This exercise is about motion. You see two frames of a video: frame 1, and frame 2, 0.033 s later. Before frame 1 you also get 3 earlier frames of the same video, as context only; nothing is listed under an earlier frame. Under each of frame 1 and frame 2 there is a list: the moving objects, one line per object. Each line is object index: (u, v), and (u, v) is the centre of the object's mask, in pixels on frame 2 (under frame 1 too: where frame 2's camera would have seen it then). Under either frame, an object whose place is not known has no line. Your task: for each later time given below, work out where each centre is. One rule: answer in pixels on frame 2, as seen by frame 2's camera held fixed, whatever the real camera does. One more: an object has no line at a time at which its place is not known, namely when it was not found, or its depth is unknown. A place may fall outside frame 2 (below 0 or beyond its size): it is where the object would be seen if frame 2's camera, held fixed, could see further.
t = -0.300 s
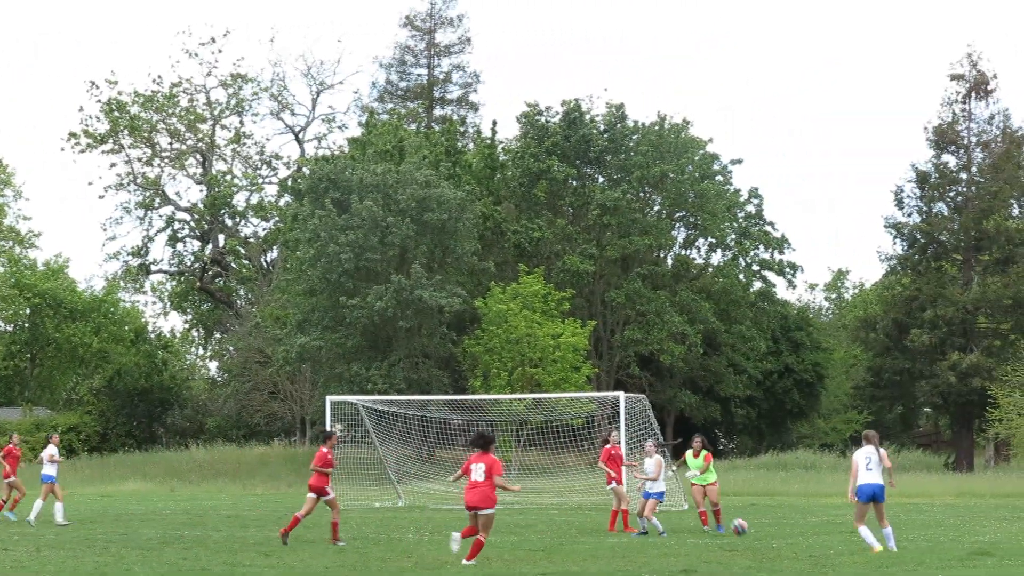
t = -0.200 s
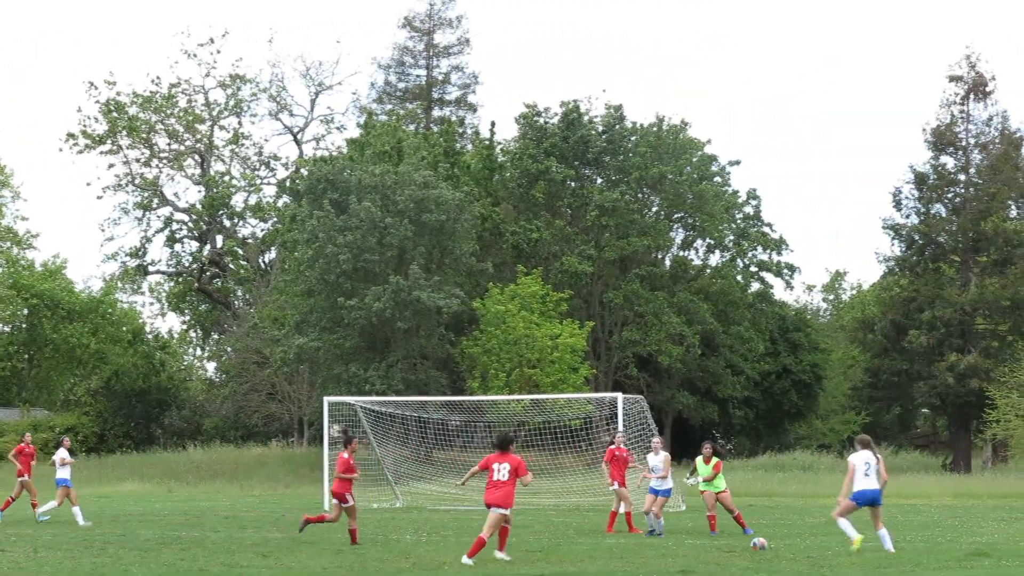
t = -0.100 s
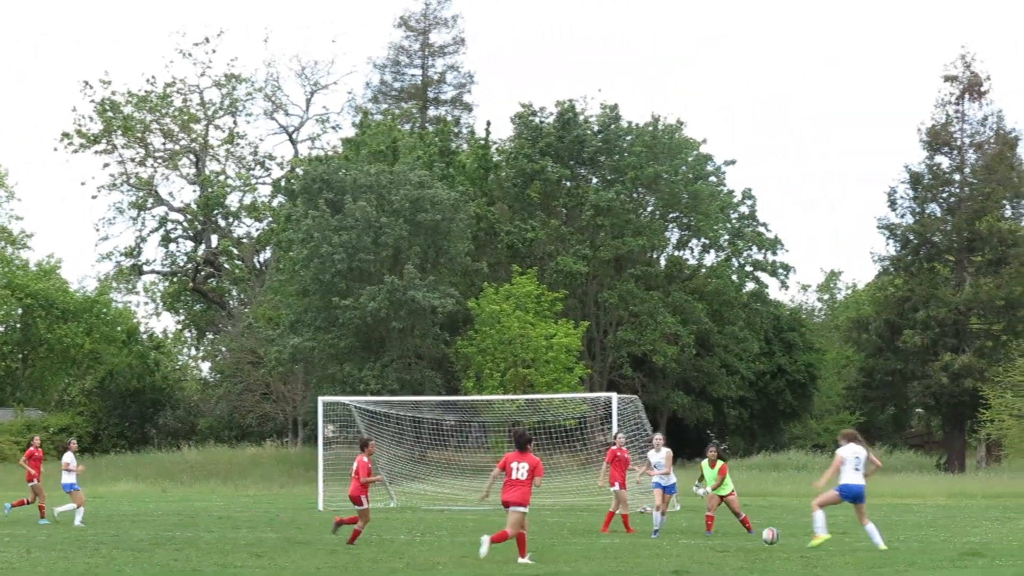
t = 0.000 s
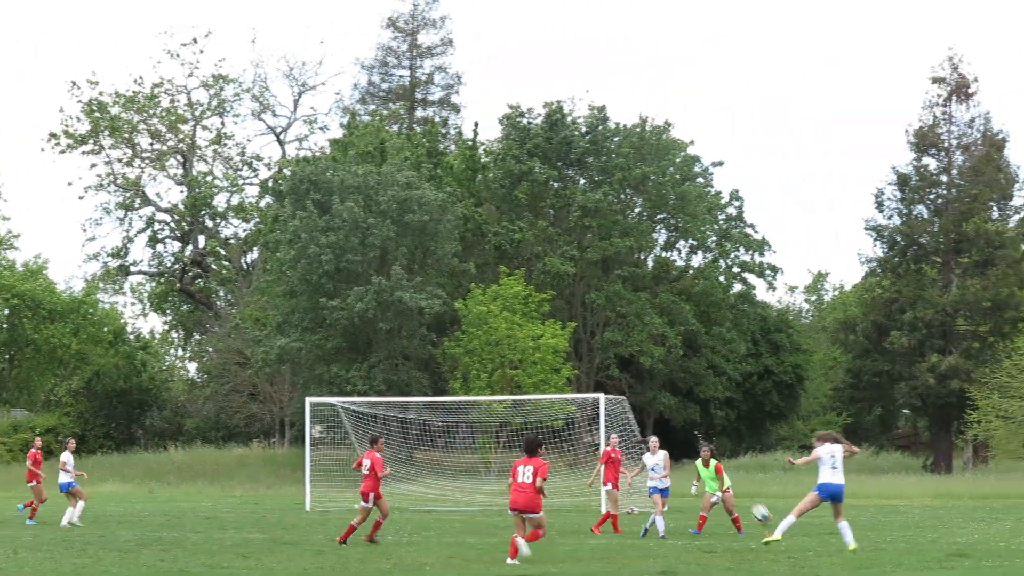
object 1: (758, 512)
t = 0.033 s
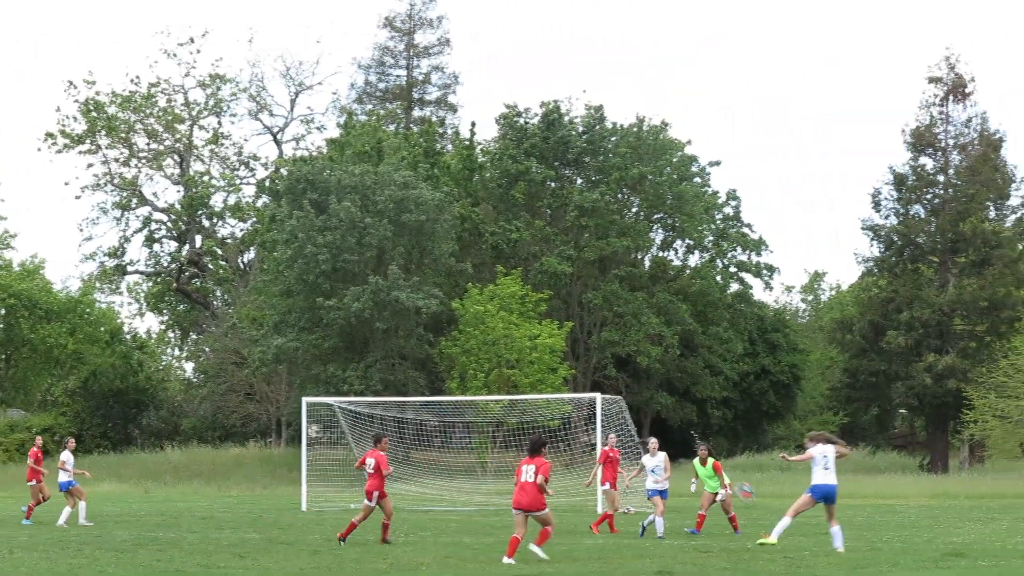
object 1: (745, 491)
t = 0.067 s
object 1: (733, 471)
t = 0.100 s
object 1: (717, 451)
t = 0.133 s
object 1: (703, 433)
